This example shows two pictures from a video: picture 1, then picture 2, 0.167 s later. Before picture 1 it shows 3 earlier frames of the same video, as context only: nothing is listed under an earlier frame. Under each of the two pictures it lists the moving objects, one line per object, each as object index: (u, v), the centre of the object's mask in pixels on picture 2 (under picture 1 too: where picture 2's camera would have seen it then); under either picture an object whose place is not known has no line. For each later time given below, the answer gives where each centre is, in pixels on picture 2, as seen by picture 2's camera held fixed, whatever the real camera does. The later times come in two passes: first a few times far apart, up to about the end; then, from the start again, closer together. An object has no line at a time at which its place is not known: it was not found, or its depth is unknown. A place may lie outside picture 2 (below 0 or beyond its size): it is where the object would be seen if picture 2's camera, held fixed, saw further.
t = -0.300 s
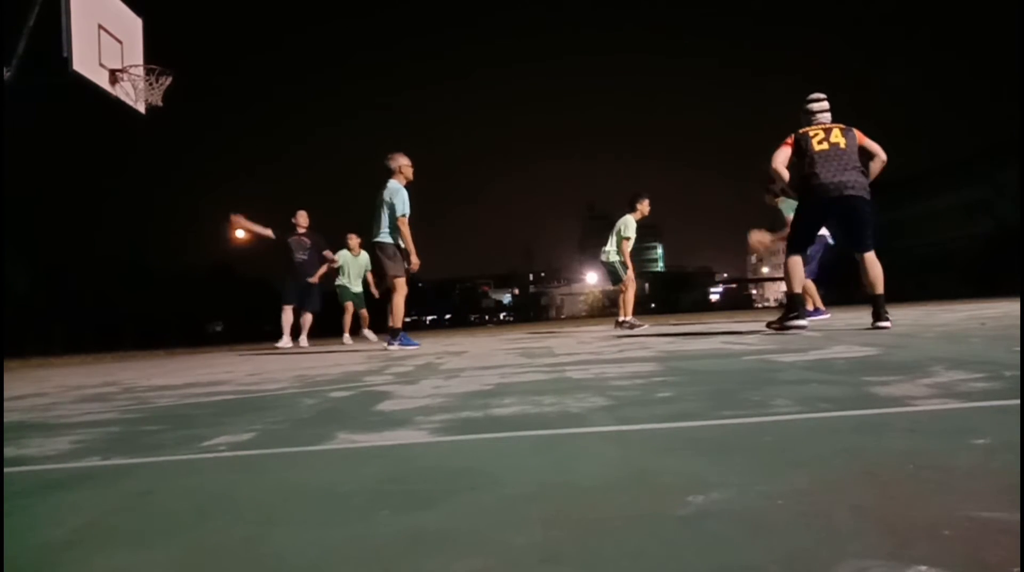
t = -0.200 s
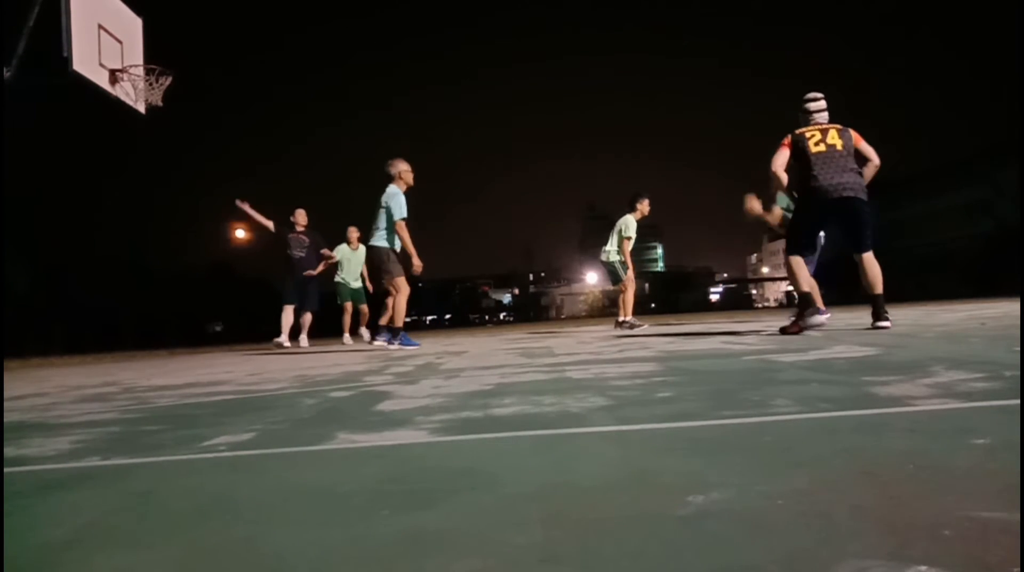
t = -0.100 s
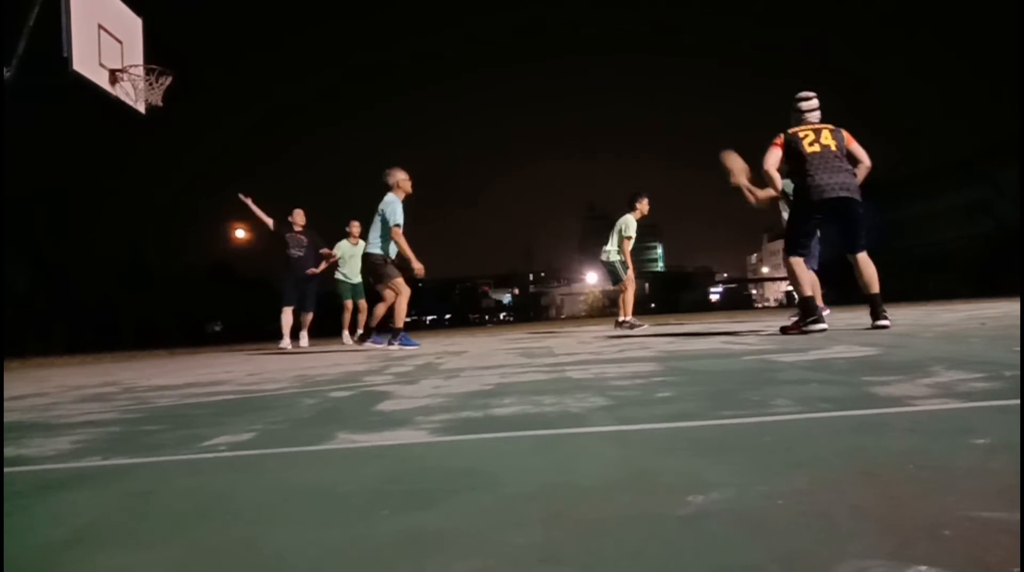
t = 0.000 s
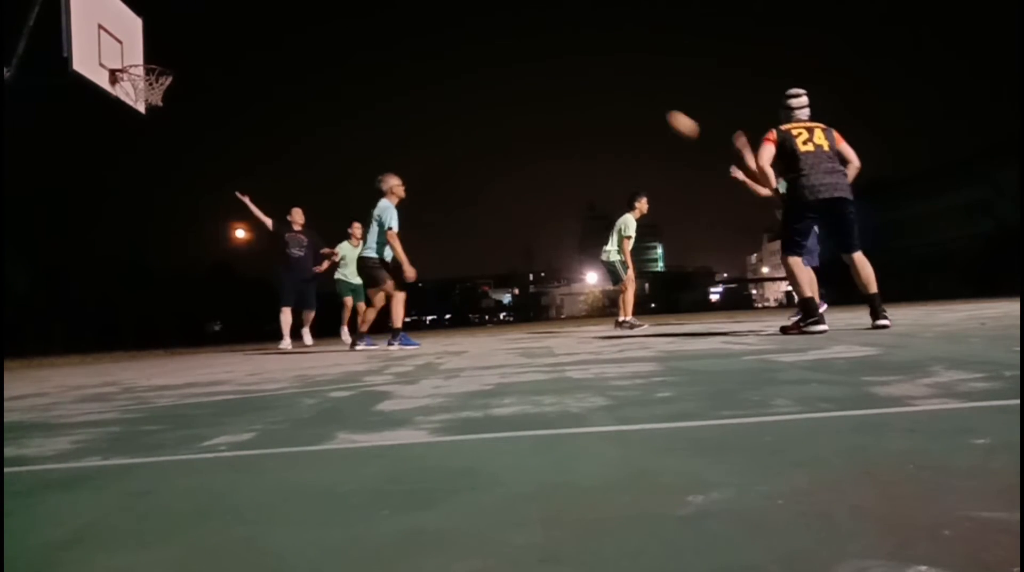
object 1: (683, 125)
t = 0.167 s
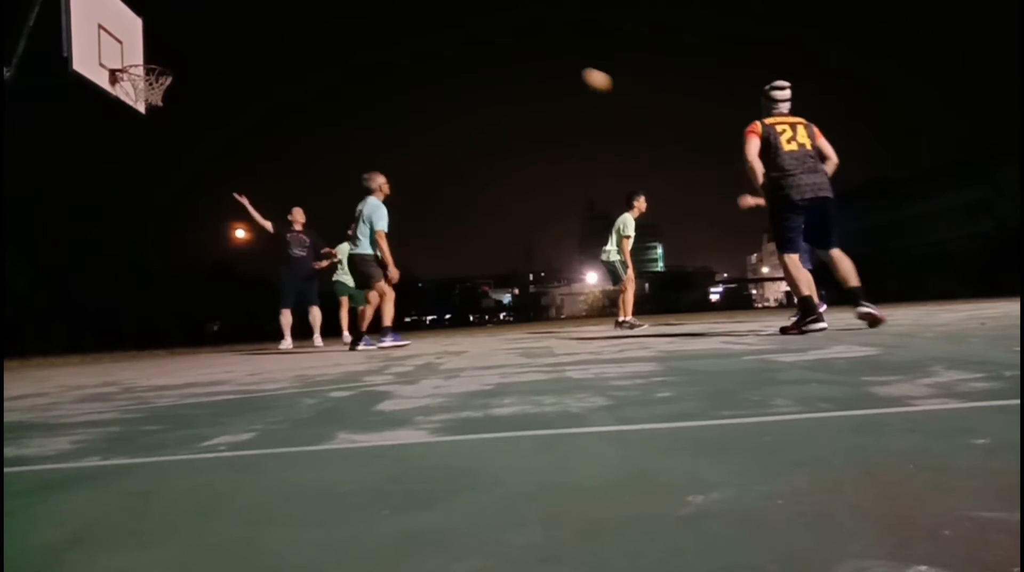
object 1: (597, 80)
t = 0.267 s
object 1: (548, 65)
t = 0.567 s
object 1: (414, 73)
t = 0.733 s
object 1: (344, 108)
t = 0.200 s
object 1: (581, 74)
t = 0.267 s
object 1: (548, 65)
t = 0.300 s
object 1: (532, 62)
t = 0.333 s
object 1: (517, 60)
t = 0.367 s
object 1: (502, 59)
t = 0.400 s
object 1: (487, 59)
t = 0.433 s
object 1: (472, 60)
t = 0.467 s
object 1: (457, 62)
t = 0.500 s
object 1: (442, 65)
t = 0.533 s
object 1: (428, 68)
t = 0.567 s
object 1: (414, 73)
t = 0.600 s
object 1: (399, 78)
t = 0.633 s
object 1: (386, 84)
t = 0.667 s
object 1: (372, 91)
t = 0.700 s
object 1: (358, 99)
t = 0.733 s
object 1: (344, 108)
